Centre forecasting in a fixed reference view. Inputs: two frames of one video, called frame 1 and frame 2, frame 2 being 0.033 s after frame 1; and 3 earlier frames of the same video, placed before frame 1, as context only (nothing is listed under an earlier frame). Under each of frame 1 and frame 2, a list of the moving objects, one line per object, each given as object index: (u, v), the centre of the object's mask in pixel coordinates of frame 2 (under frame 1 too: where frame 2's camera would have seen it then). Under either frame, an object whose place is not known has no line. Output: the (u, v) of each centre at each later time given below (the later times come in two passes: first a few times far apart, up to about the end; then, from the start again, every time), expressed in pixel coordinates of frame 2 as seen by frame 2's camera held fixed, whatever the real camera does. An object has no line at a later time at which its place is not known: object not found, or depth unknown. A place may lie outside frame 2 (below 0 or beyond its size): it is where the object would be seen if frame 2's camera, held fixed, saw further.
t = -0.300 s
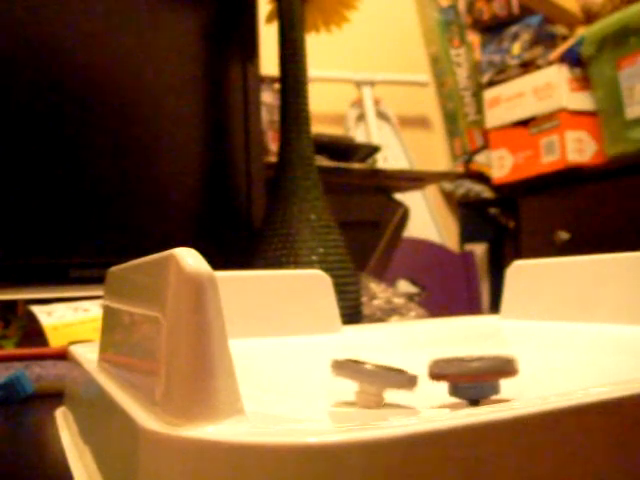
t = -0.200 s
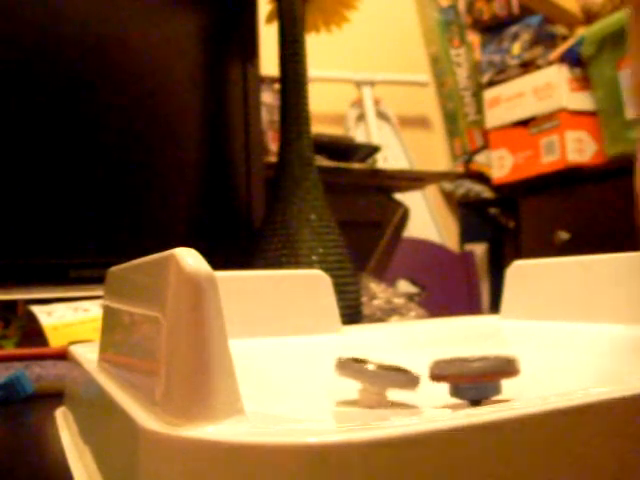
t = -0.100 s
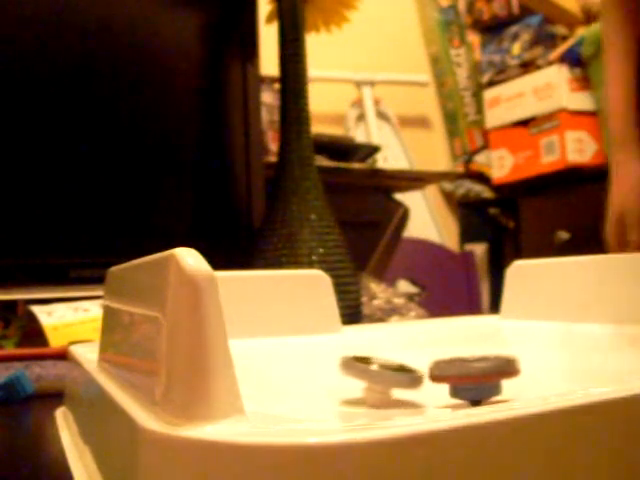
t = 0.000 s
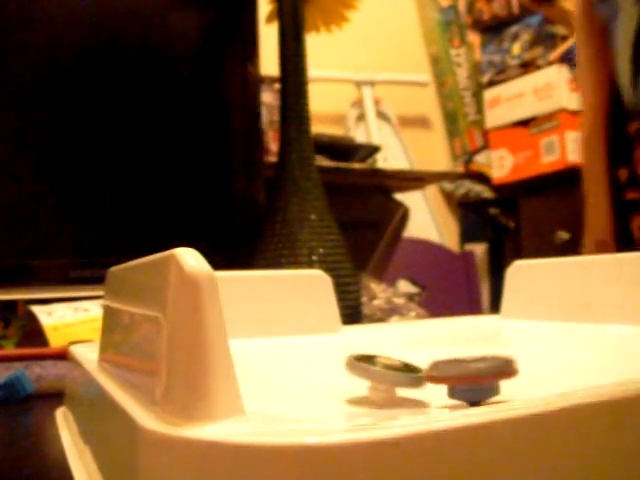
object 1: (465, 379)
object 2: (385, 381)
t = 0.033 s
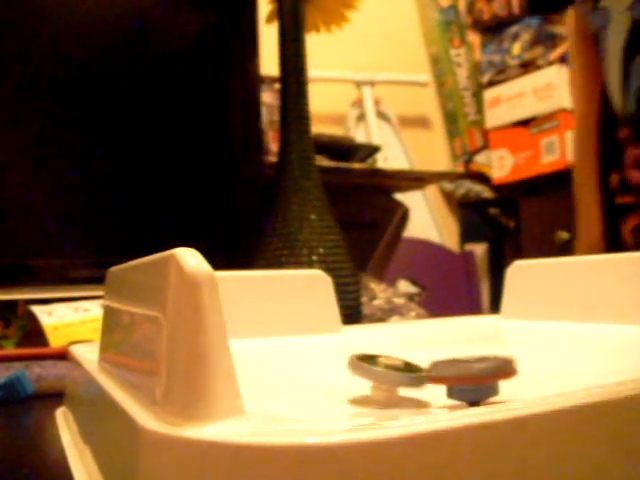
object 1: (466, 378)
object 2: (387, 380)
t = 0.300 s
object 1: (464, 379)
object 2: (397, 378)
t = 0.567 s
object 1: (466, 382)
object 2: (408, 370)
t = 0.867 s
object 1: (454, 380)
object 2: (430, 361)
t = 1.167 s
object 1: (437, 380)
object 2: (478, 356)
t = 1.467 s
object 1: (414, 379)
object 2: (496, 374)
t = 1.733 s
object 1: (407, 379)
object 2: (504, 375)
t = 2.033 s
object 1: (413, 377)
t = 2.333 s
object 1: (422, 374)
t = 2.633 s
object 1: (436, 362)
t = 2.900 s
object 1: (434, 360)
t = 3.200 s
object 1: (451, 377)
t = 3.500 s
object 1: (458, 374)
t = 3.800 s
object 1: (474, 374)
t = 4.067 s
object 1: (470, 376)
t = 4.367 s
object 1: (478, 378)
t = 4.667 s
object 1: (466, 379)
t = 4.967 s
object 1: (452, 380)
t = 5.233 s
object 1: (427, 381)
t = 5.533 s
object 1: (384, 383)
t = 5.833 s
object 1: (383, 382)
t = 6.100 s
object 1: (371, 375)
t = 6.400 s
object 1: (386, 372)
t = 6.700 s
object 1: (384, 362)
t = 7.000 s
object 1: (428, 355)
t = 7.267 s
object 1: (445, 358)
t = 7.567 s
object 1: (476, 363)
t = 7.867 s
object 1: (498, 363)
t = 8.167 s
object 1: (506, 363)
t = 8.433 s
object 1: (522, 361)
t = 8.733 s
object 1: (512, 366)
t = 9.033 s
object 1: (498, 374)
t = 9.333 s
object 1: (500, 374)
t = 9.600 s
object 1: (496, 376)
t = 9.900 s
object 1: (502, 375)
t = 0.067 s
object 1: (467, 378)
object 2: (386, 380)
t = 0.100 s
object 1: (469, 378)
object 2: (387, 380)
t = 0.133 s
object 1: (469, 378)
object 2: (388, 379)
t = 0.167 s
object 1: (468, 379)
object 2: (390, 379)
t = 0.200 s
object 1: (465, 380)
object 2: (392, 379)
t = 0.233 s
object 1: (467, 379)
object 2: (393, 379)
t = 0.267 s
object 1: (466, 379)
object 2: (395, 379)
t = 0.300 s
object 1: (464, 379)
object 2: (397, 378)
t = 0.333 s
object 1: (462, 379)
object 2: (399, 378)
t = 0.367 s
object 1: (462, 379)
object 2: (401, 378)
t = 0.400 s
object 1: (463, 379)
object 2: (402, 377)
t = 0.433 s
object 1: (466, 381)
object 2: (402, 374)
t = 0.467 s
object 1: (467, 382)
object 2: (403, 372)
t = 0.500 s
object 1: (468, 381)
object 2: (404, 371)
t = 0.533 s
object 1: (467, 382)
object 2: (406, 370)
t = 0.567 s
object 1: (466, 382)
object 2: (408, 370)
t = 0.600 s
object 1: (465, 382)
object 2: (410, 369)
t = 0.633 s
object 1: (463, 382)
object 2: (411, 368)
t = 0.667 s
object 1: (468, 380)
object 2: (413, 368)
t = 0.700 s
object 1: (466, 380)
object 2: (415, 367)
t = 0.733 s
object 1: (463, 380)
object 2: (417, 366)
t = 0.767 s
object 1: (461, 380)
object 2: (419, 364)
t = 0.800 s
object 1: (459, 380)
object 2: (422, 364)
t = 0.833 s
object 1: (456, 380)
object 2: (426, 361)
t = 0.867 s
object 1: (454, 380)
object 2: (430, 361)
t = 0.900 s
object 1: (452, 381)
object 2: (438, 353)
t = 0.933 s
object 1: (449, 381)
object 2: (442, 353)
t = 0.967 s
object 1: (447, 381)
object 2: (447, 353)
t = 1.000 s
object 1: (446, 381)
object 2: (451, 353)
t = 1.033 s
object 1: (444, 381)
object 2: (456, 353)
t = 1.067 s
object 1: (442, 380)
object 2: (462, 353)
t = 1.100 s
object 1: (441, 380)
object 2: (469, 354)
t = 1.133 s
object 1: (439, 380)
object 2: (474, 355)
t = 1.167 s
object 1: (437, 380)
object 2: (478, 356)
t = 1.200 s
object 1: (434, 380)
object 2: (481, 363)
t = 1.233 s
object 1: (430, 380)
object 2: (486, 359)
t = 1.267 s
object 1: (427, 380)
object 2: (488, 372)
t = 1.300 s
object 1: (424, 380)
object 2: (490, 373)
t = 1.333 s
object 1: (422, 380)
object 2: (491, 373)
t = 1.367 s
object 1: (420, 380)
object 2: (492, 373)
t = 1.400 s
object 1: (417, 380)
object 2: (494, 373)
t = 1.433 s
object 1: (415, 380)
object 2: (495, 373)
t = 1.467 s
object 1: (414, 379)
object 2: (496, 374)
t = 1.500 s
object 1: (412, 379)
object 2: (498, 373)
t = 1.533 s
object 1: (410, 380)
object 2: (498, 374)
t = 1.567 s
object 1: (410, 379)
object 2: (499, 374)
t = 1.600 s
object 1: (408, 379)
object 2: (500, 374)
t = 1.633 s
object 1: (408, 379)
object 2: (501, 374)
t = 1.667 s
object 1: (407, 379)
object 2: (502, 374)
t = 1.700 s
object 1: (407, 379)
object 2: (503, 374)
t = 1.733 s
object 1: (407, 379)
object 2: (504, 375)
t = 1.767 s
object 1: (407, 378)
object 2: (504, 375)
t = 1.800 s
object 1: (407, 378)
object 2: (504, 375)
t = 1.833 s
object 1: (408, 378)
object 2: (504, 374)
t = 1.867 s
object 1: (408, 378)
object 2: (504, 375)
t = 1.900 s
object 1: (409, 378)
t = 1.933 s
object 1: (410, 378)
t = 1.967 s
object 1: (411, 378)
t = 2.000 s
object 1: (412, 377)
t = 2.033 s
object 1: (413, 377)
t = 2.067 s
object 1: (414, 377)
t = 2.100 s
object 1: (415, 377)
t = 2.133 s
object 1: (416, 377)
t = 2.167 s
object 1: (417, 377)
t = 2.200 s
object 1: (419, 376)
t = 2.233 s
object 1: (420, 376)
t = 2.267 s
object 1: (421, 375)
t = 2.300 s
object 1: (421, 375)
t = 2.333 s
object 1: (422, 374)
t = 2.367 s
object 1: (422, 374)
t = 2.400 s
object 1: (423, 372)
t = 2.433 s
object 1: (423, 369)
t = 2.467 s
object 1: (425, 368)
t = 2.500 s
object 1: (427, 365)
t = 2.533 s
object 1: (429, 364)
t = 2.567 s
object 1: (431, 363)
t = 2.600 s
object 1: (434, 362)
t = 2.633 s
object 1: (436, 362)
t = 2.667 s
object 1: (439, 361)
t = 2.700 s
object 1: (430, 362)
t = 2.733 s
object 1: (430, 362)
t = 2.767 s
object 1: (431, 361)
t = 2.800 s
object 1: (433, 361)
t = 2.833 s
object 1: (433, 361)
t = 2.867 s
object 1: (435, 361)
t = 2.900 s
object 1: (434, 360)
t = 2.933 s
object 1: (450, 368)
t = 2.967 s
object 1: (449, 370)
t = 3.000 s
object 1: (449, 372)
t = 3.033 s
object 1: (449, 375)
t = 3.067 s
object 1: (451, 377)
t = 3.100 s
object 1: (451, 377)
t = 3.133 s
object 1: (450, 377)
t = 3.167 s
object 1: (451, 377)
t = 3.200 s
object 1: (451, 377)
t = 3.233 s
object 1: (452, 377)
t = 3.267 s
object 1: (457, 374)
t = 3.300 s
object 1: (453, 376)
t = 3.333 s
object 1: (453, 376)
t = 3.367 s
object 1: (453, 376)
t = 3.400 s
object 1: (458, 374)
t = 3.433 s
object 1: (453, 376)
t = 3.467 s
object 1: (457, 374)
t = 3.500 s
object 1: (458, 374)
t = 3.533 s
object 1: (466, 374)
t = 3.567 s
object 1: (470, 374)
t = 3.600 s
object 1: (472, 374)
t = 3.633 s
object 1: (472, 374)
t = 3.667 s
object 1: (473, 374)
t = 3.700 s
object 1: (474, 374)
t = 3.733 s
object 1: (474, 374)
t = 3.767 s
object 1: (475, 374)
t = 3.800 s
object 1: (474, 374)
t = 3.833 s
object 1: (475, 374)
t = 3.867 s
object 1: (474, 375)
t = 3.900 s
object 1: (473, 375)
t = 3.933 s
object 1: (469, 377)
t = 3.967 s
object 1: (472, 375)
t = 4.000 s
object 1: (471, 376)
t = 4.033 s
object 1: (470, 376)
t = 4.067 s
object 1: (470, 376)
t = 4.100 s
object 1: (470, 376)
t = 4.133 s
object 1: (470, 376)
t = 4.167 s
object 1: (470, 377)
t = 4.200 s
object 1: (470, 377)
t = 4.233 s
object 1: (475, 377)
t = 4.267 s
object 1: (478, 378)
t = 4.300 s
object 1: (479, 378)
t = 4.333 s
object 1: (479, 378)
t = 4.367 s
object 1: (478, 378)
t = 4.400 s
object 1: (474, 380)
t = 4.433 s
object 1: (476, 379)
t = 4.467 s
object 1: (476, 379)
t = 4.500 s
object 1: (475, 380)
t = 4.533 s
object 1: (475, 380)
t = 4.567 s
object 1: (473, 380)
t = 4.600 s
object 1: (470, 379)
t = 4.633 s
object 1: (469, 380)
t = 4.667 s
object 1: (466, 379)
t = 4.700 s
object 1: (467, 379)
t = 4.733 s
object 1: (467, 379)
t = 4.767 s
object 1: (463, 380)
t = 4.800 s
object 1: (457, 383)
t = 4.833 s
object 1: (462, 379)
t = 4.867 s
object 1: (459, 380)
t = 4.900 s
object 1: (457, 380)
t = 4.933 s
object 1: (453, 380)
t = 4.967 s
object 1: (452, 380)
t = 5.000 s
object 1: (449, 381)
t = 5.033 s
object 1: (444, 381)
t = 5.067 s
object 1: (441, 381)
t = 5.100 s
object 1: (440, 380)
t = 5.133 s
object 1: (436, 380)
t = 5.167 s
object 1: (426, 384)
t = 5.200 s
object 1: (431, 381)
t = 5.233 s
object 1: (427, 381)
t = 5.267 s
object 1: (418, 381)
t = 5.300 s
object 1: (398, 385)
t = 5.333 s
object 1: (394, 385)
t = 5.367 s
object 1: (392, 384)
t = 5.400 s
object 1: (401, 381)
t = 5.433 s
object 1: (388, 384)
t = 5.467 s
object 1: (386, 384)
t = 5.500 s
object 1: (385, 384)
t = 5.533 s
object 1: (384, 383)
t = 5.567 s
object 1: (384, 383)
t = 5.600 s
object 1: (384, 383)
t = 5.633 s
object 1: (385, 383)
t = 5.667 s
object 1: (386, 383)
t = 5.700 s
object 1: (387, 383)
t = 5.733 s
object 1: (388, 383)
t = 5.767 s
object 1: (388, 383)
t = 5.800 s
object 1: (385, 383)
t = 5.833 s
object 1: (383, 382)
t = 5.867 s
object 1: (384, 382)
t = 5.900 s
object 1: (385, 382)
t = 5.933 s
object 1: (386, 382)
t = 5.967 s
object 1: (379, 381)
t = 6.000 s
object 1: (377, 377)
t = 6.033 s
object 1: (373, 376)
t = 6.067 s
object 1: (372, 375)
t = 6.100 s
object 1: (371, 375)
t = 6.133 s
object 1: (373, 374)
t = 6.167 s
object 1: (374, 374)
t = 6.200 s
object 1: (375, 374)
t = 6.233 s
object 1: (376, 374)
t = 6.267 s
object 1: (372, 376)
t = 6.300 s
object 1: (374, 376)
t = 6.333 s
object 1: (384, 373)
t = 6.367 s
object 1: (385, 372)
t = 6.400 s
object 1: (386, 372)
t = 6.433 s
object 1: (387, 371)
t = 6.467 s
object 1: (388, 370)
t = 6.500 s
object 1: (381, 373)
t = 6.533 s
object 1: (389, 368)
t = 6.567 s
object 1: (381, 368)
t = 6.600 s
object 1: (382, 366)
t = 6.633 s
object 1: (384, 364)
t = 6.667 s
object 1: (384, 363)
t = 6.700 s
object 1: (384, 362)
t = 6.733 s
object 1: (388, 360)
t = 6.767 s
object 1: (390, 358)
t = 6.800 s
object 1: (409, 355)
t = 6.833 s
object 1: (396, 356)
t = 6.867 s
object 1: (398, 355)
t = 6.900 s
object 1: (402, 355)
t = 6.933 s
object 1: (405, 355)
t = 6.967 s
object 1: (409, 355)
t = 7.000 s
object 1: (428, 355)
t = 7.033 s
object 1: (416, 355)
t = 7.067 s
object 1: (417, 355)
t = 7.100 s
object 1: (421, 355)
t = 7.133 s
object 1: (424, 355)
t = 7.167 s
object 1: (443, 356)
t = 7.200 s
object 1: (445, 357)
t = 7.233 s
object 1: (442, 359)
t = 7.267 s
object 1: (445, 358)
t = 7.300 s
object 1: (455, 357)
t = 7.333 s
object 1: (458, 358)
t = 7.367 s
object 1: (460, 358)
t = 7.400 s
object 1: (462, 358)
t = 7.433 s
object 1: (462, 360)
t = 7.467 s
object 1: (470, 361)
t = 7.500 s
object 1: (471, 362)
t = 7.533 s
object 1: (474, 363)
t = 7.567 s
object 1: (476, 363)
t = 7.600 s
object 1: (477, 363)
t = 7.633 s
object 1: (483, 362)
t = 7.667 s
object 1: (485, 362)
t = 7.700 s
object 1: (487, 362)
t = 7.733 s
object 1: (489, 362)
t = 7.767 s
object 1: (487, 364)
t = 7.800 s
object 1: (489, 364)
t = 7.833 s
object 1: (497, 362)
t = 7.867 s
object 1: (498, 363)
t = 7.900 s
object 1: (500, 363)
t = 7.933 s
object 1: (504, 361)
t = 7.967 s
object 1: (505, 361)
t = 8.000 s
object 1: (503, 363)
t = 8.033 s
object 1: (504, 363)
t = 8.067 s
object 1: (507, 361)
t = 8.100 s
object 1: (507, 362)
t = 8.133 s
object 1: (508, 362)
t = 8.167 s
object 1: (506, 363)
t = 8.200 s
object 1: (509, 362)
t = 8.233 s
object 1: (509, 362)
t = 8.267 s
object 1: (509, 363)
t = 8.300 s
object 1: (512, 363)
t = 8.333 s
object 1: (520, 360)
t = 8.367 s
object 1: (522, 360)
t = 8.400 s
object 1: (522, 360)
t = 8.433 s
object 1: (522, 361)
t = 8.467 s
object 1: (522, 360)
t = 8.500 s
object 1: (522, 361)
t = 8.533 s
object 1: (521, 361)
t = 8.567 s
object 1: (520, 362)
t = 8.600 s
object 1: (519, 362)
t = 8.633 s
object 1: (518, 363)
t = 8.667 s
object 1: (516, 364)
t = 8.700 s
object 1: (515, 365)
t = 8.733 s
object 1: (512, 366)
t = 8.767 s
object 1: (510, 367)
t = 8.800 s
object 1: (508, 368)
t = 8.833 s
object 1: (505, 369)
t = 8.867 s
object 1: (505, 370)
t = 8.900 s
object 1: (505, 370)
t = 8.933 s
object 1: (503, 371)
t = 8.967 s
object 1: (501, 371)
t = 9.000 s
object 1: (496, 374)
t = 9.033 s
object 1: (498, 374)
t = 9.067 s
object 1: (503, 372)
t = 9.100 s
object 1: (503, 373)
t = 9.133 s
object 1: (499, 375)
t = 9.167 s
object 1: (498, 375)
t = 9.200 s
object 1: (497, 375)
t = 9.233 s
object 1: (497, 376)
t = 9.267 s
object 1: (496, 376)
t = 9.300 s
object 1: (495, 376)
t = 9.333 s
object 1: (500, 374)
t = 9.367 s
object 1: (495, 376)
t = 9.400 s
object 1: (498, 375)
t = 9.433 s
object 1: (496, 375)
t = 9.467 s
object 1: (495, 376)
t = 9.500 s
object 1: (492, 377)
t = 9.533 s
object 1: (491, 377)
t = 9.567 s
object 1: (493, 377)
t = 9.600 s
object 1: (496, 376)
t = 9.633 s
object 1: (495, 376)
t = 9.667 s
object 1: (494, 376)
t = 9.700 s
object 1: (493, 376)
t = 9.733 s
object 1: (492, 376)
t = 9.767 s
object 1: (494, 376)
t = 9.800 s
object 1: (501, 375)
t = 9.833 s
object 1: (503, 375)
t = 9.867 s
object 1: (503, 375)
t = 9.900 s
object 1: (502, 375)
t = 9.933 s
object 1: (501, 375)
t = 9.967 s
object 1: (500, 375)
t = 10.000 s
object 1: (498, 376)
